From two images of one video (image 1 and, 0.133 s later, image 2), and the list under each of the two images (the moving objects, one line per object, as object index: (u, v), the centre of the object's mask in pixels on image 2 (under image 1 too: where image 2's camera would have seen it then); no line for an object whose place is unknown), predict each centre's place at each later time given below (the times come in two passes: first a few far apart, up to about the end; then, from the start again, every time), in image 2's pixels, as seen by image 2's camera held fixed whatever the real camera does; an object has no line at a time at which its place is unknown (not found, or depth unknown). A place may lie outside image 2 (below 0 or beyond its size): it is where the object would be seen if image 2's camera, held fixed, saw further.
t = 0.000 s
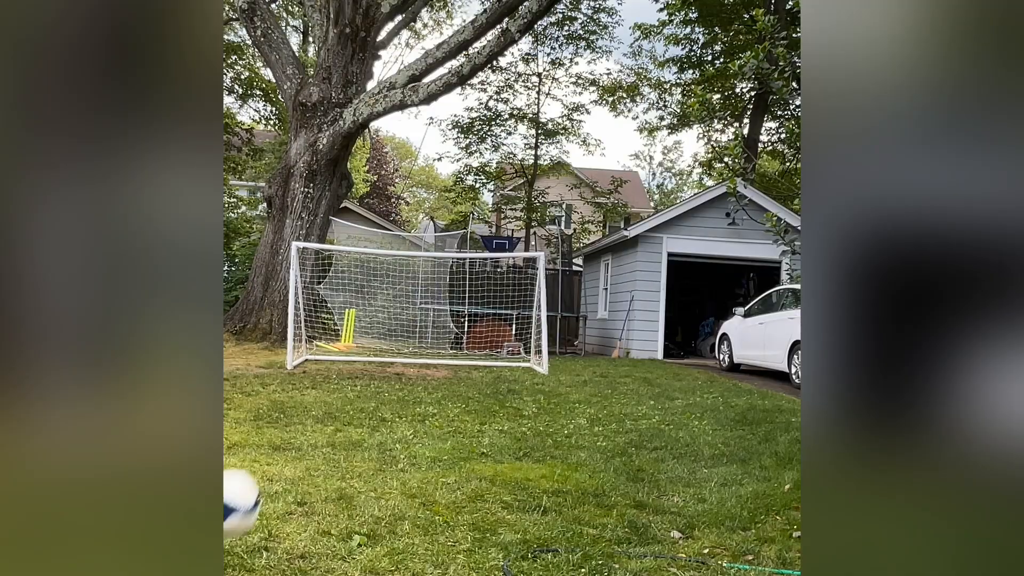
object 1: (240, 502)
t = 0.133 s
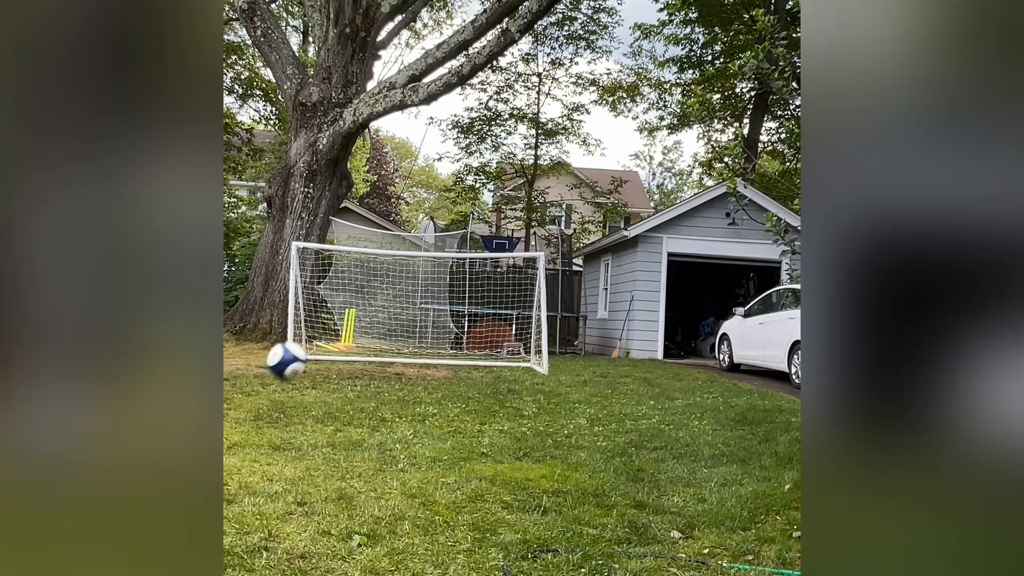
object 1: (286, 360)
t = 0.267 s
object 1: (305, 319)
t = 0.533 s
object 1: (310, 319)
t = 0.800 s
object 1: (303, 351)
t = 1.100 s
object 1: (367, 353)
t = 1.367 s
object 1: (408, 356)
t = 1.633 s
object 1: (432, 357)
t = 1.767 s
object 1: (443, 358)
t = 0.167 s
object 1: (293, 345)
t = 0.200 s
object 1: (298, 333)
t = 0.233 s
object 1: (302, 325)
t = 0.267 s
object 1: (305, 319)
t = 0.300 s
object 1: (307, 315)
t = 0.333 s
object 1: (309, 313)
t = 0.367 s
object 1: (310, 311)
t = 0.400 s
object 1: (311, 311)
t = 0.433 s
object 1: (310, 312)
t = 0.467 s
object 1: (311, 314)
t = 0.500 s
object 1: (310, 316)
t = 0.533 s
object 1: (310, 319)
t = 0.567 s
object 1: (309, 322)
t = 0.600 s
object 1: (309, 327)
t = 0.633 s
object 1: (308, 330)
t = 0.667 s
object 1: (307, 335)
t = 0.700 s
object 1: (305, 340)
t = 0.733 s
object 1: (303, 346)
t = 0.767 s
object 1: (302, 351)
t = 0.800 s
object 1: (303, 351)
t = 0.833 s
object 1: (308, 346)
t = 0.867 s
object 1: (317, 347)
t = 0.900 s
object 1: (326, 348)
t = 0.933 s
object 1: (334, 351)
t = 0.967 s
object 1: (342, 353)
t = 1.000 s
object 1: (350, 356)
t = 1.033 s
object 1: (356, 355)
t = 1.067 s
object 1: (361, 353)
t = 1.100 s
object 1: (367, 353)
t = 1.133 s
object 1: (372, 353)
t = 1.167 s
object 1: (378, 353)
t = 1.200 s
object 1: (384, 353)
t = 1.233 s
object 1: (388, 353)
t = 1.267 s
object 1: (394, 354)
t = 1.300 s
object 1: (399, 355)
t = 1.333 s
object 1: (403, 356)
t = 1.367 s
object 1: (408, 356)
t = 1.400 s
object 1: (411, 355)
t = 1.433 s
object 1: (414, 356)
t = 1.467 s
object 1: (417, 356)
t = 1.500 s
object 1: (420, 357)
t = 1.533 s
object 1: (424, 357)
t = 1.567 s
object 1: (426, 357)
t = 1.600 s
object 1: (429, 357)
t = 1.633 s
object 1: (432, 357)
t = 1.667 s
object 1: (434, 357)
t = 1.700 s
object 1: (437, 359)
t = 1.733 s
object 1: (440, 358)
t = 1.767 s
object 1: (443, 358)
